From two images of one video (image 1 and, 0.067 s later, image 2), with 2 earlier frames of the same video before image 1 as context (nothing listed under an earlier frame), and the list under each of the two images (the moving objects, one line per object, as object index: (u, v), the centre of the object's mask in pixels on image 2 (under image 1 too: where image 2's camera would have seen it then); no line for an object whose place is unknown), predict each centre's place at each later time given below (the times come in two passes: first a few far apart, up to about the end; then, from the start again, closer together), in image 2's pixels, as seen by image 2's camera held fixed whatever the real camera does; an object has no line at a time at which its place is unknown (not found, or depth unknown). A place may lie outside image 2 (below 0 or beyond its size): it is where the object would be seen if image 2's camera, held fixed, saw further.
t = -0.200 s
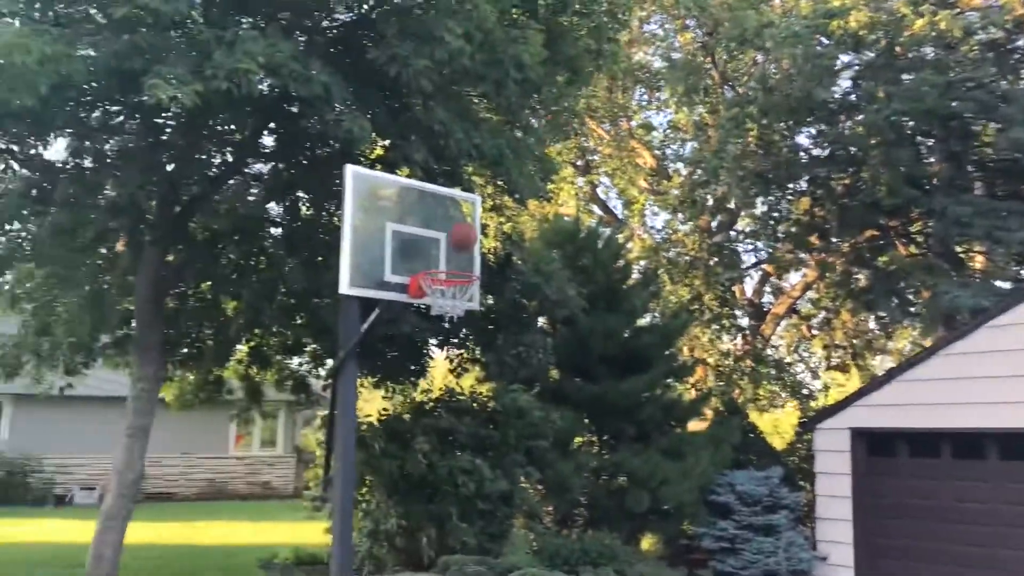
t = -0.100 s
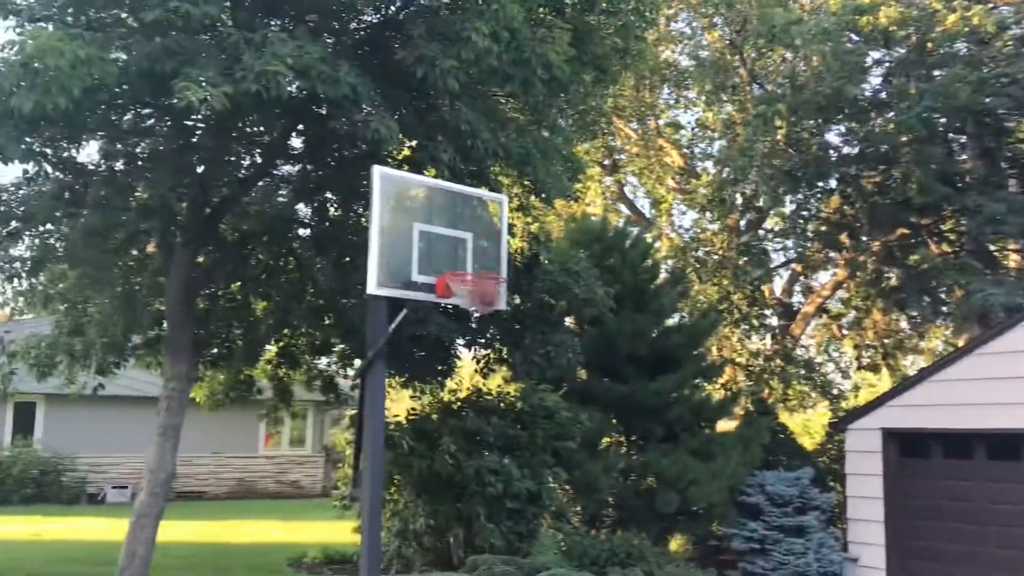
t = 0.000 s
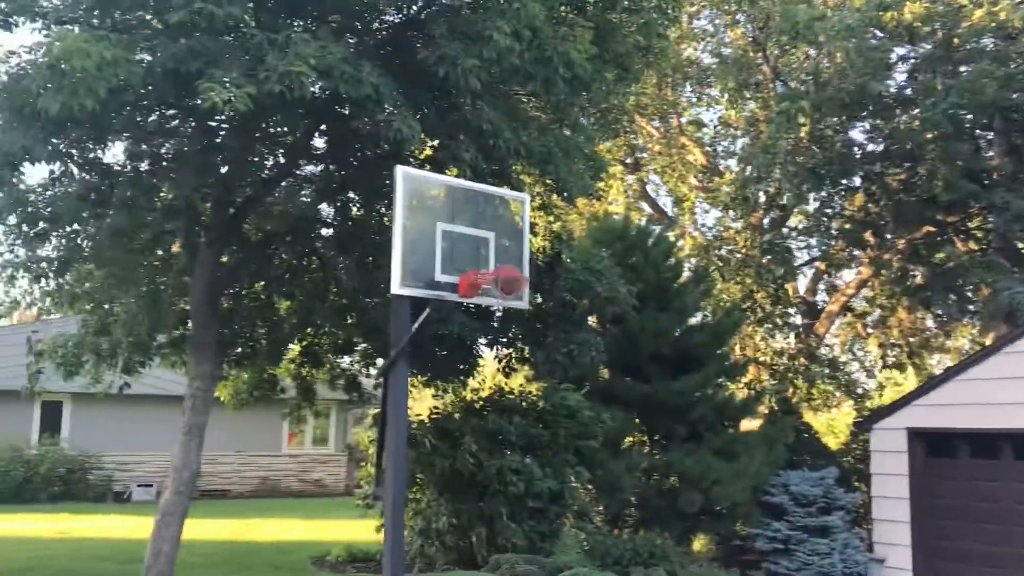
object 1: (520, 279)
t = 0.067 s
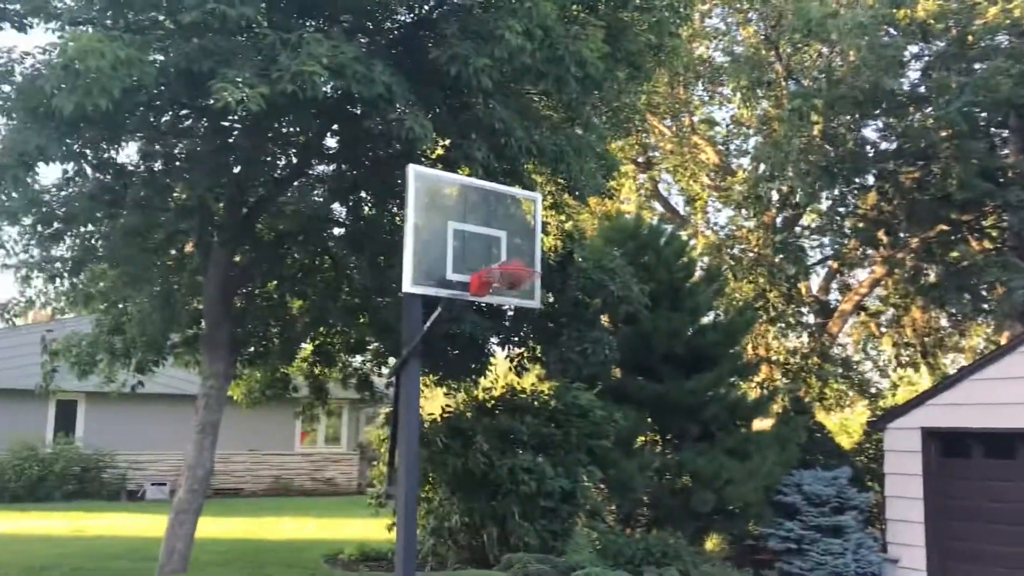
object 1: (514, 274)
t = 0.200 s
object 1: (512, 274)
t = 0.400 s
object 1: (510, 316)
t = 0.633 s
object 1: (514, 360)
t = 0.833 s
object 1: (510, 467)
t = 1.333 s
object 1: (509, 528)
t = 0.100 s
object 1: (512, 273)
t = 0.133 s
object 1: (511, 273)
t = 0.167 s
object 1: (511, 273)
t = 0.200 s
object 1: (512, 274)
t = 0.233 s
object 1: (516, 280)
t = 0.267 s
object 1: (515, 284)
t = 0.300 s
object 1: (516, 290)
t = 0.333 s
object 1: (516, 292)
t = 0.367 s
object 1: (521, 292)
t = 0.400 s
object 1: (510, 316)
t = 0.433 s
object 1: (514, 318)
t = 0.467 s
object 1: (514, 318)
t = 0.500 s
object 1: (515, 322)
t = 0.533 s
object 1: (514, 329)
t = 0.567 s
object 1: (514, 338)
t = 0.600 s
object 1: (513, 348)
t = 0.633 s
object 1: (514, 360)
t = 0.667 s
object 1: (512, 374)
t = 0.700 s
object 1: (512, 390)
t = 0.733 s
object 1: (512, 406)
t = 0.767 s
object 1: (511, 424)
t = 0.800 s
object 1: (511, 445)
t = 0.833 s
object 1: (510, 467)
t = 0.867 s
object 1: (510, 492)
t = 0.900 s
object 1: (509, 516)
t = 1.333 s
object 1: (509, 528)
